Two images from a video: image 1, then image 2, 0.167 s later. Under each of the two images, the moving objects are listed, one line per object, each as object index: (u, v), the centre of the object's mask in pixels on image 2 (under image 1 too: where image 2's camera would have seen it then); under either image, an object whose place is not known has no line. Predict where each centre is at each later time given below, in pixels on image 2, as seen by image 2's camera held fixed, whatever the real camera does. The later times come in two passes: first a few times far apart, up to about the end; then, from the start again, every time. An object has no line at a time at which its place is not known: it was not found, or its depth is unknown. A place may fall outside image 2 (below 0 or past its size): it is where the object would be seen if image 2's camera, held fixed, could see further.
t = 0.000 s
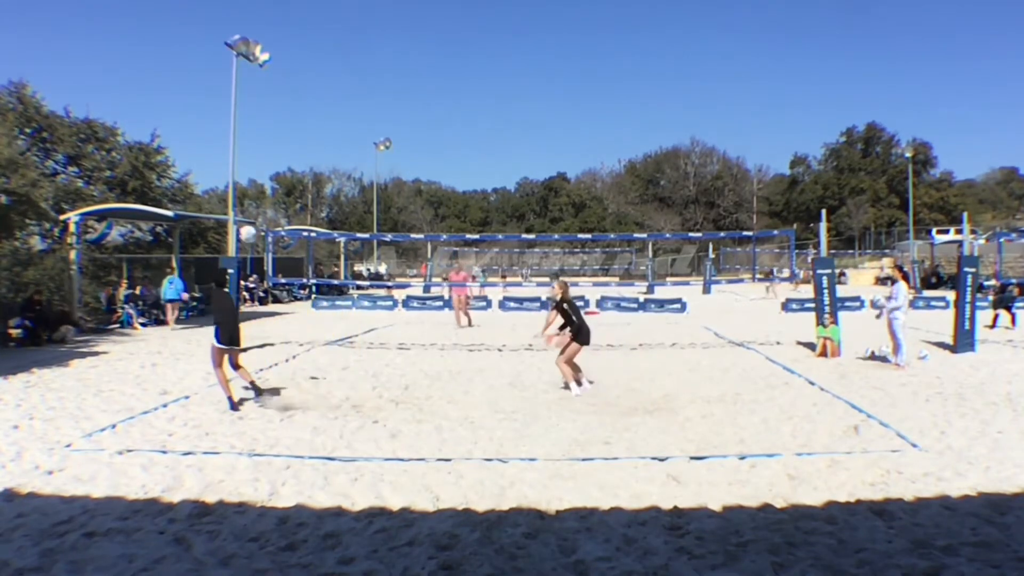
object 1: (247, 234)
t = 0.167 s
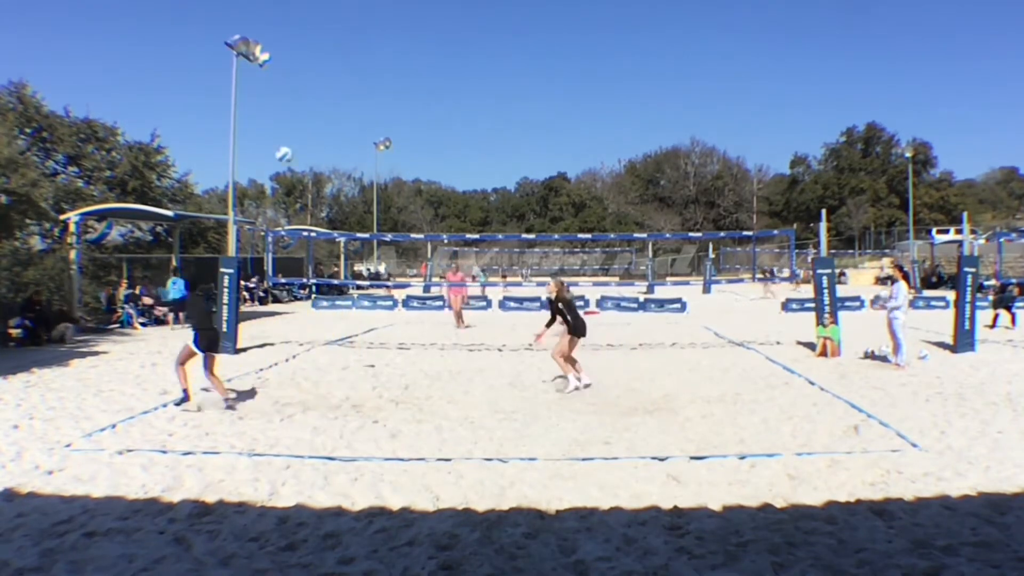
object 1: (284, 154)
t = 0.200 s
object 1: (292, 142)
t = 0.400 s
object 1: (334, 90)
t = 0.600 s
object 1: (374, 69)
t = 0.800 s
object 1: (409, 74)
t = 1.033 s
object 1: (447, 111)
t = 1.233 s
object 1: (478, 168)
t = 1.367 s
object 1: (498, 216)
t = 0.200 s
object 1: (292, 142)
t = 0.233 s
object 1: (299, 131)
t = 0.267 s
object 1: (306, 121)
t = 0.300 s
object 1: (313, 112)
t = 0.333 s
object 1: (319, 103)
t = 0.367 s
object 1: (327, 96)
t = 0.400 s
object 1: (334, 90)
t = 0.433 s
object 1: (341, 84)
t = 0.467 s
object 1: (347, 80)
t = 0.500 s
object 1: (353, 75)
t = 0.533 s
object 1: (360, 72)
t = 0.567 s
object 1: (366, 69)
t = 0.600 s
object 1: (374, 69)
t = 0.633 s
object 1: (380, 68)
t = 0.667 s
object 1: (386, 67)
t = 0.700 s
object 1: (392, 69)
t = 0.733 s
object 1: (398, 70)
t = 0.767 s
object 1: (403, 72)
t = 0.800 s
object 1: (409, 74)
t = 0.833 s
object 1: (415, 78)
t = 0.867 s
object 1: (421, 82)
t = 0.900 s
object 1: (427, 87)
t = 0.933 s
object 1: (432, 92)
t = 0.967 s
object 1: (437, 98)
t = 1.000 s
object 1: (442, 105)
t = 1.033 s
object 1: (447, 111)
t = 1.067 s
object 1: (453, 120)
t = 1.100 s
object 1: (459, 128)
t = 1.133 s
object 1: (464, 137)
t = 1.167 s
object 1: (468, 147)
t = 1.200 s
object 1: (473, 157)
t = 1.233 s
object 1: (478, 168)
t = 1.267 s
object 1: (483, 178)
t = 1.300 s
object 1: (488, 190)
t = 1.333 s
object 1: (493, 203)
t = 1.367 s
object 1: (498, 216)
